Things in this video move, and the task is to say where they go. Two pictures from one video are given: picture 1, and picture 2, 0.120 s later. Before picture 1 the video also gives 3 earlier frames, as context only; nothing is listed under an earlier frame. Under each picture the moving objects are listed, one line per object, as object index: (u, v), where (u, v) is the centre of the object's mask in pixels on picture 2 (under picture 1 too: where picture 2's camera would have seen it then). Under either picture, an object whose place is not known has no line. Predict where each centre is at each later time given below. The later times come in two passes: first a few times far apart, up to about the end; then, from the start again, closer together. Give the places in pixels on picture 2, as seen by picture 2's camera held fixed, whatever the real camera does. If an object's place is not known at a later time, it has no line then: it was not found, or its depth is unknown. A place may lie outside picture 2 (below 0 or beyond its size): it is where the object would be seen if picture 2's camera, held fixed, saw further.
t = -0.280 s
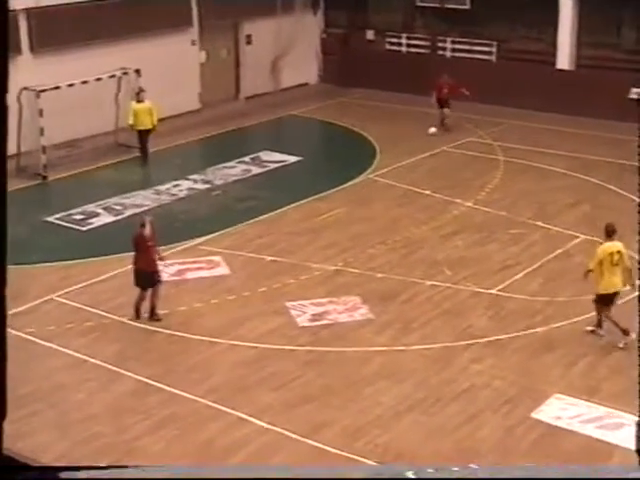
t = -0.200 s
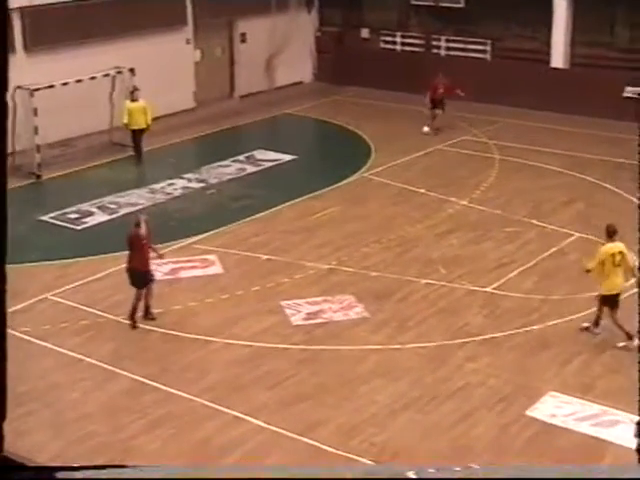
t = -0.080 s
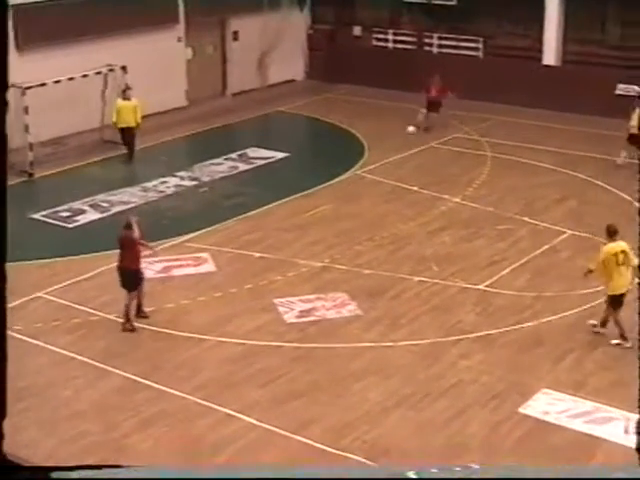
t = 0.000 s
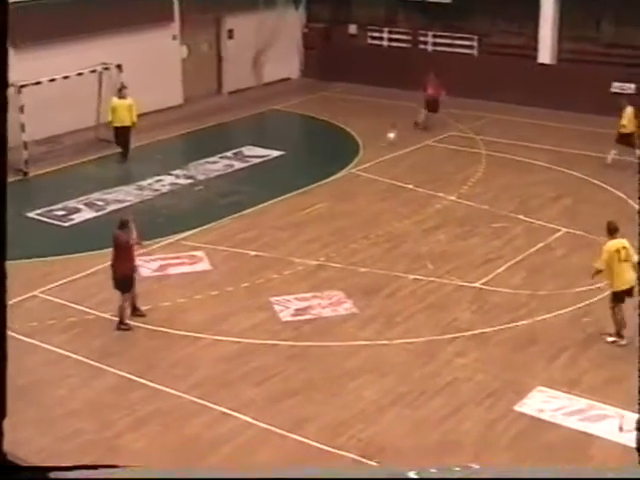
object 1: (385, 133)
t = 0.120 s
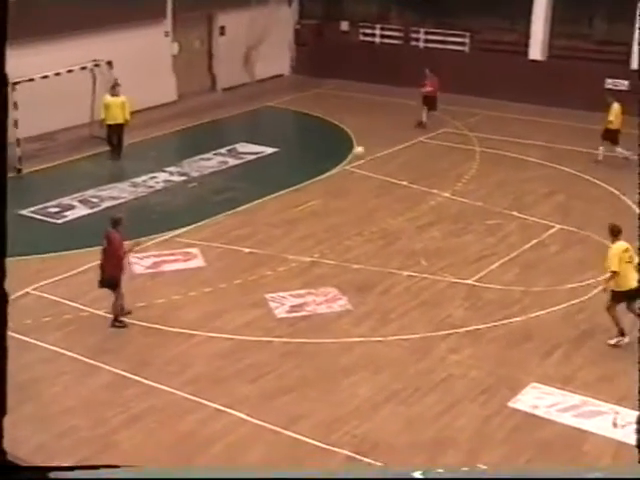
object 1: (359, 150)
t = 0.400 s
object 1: (292, 198)
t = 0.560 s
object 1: (252, 219)
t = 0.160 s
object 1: (350, 157)
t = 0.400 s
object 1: (292, 198)
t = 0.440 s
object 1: (281, 204)
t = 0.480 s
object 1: (272, 211)
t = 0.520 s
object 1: (262, 214)
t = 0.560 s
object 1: (252, 219)
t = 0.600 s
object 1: (239, 225)
